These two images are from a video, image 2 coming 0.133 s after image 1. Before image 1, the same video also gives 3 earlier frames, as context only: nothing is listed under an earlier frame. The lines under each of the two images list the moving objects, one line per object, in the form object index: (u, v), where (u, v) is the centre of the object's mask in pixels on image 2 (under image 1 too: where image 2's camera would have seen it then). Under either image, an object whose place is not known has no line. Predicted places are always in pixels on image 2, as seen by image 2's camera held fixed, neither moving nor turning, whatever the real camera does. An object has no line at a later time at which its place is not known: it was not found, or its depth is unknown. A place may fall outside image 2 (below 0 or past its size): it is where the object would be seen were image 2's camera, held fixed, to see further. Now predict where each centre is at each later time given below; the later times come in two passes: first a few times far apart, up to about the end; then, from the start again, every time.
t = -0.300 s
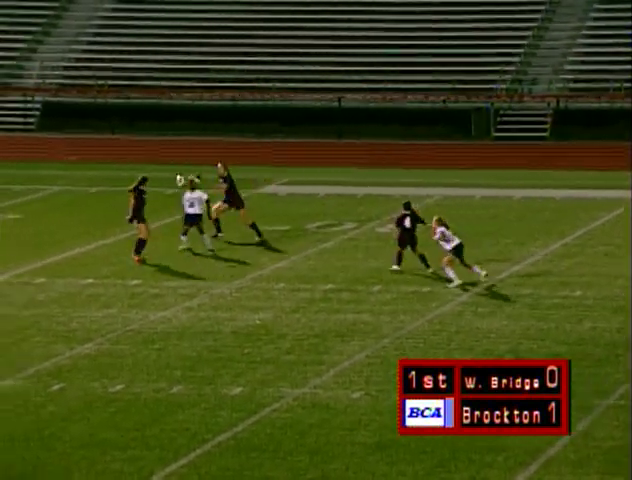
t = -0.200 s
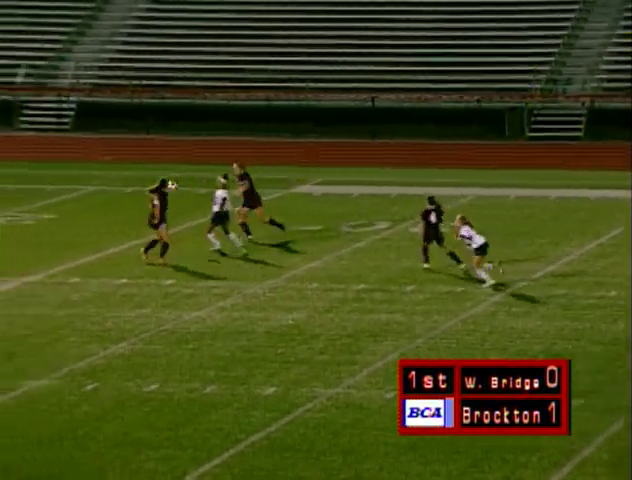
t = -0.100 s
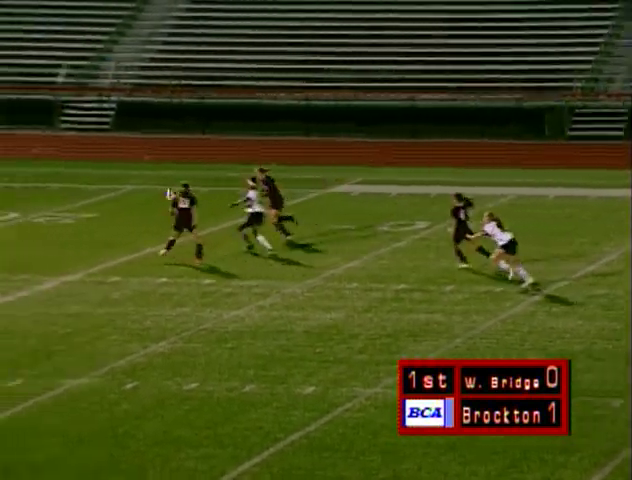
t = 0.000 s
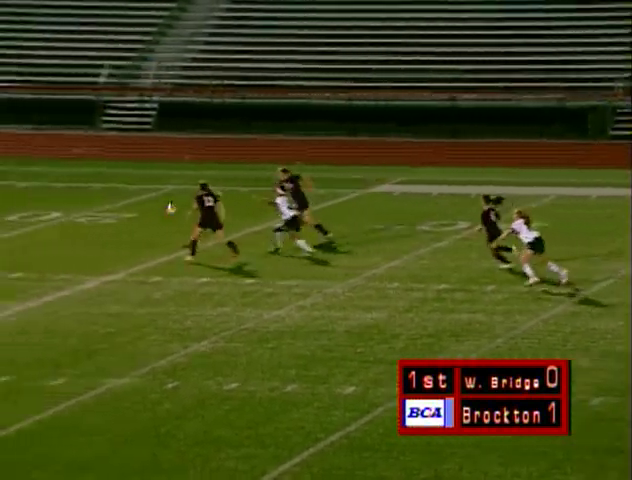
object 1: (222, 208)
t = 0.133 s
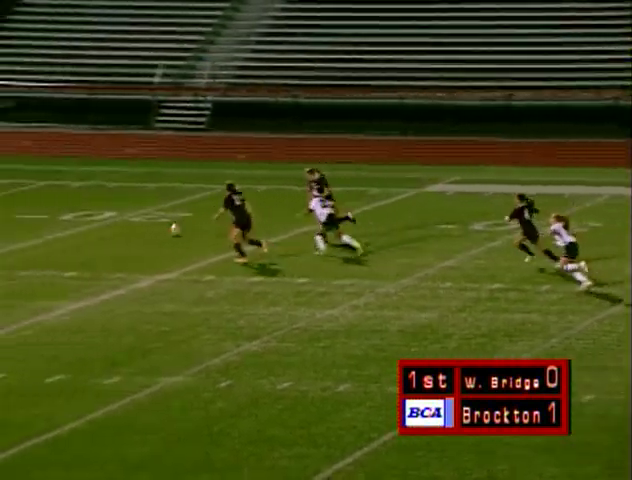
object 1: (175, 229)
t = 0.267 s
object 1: (144, 207)
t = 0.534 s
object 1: (87, 192)
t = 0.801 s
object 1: (32, 211)
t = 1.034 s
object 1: (-17, 206)
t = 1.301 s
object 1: (-72, 214)
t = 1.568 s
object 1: (-124, 210)
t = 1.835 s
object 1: (-175, 208)
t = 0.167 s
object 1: (166, 221)
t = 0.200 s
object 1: (160, 216)
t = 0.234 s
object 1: (151, 211)
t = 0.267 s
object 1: (144, 207)
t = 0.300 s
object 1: (137, 203)
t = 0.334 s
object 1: (130, 200)
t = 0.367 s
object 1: (123, 198)
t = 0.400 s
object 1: (116, 195)
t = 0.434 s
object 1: (108, 194)
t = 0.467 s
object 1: (102, 193)
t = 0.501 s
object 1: (95, 192)
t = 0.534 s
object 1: (87, 192)
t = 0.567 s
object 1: (81, 193)
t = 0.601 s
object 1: (72, 194)
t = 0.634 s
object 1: (66, 196)
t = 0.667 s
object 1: (60, 198)
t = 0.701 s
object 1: (52, 200)
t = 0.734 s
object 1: (45, 203)
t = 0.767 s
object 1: (39, 207)
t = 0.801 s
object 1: (32, 211)
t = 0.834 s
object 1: (25, 217)
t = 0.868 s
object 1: (19, 220)
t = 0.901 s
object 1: (11, 216)
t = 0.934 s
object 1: (4, 213)
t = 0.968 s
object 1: (-2, 210)
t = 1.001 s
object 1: (-10, 207)
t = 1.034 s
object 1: (-17, 206)
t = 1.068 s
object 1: (-24, 205)
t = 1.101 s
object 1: (-31, 204)
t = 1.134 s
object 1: (-38, 204)
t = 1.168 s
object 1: (-45, 205)
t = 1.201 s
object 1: (-51, 207)
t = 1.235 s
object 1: (-58, 208)
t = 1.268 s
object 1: (-66, 212)
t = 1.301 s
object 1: (-72, 214)
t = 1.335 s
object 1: (-79, 214)
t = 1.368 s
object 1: (-85, 213)
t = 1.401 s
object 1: (-91, 211)
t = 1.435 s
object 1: (-98, 209)
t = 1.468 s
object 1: (-105, 208)
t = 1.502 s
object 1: (-112, 208)
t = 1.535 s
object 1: (-118, 209)
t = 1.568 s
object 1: (-124, 210)
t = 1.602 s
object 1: (-131, 211)
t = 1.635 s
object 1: (-138, 211)
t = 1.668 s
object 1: (-144, 209)
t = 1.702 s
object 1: (-150, 208)
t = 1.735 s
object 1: (-156, 207)
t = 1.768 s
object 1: (-163, 207)
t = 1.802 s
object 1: (-169, 208)
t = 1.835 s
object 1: (-175, 208)
